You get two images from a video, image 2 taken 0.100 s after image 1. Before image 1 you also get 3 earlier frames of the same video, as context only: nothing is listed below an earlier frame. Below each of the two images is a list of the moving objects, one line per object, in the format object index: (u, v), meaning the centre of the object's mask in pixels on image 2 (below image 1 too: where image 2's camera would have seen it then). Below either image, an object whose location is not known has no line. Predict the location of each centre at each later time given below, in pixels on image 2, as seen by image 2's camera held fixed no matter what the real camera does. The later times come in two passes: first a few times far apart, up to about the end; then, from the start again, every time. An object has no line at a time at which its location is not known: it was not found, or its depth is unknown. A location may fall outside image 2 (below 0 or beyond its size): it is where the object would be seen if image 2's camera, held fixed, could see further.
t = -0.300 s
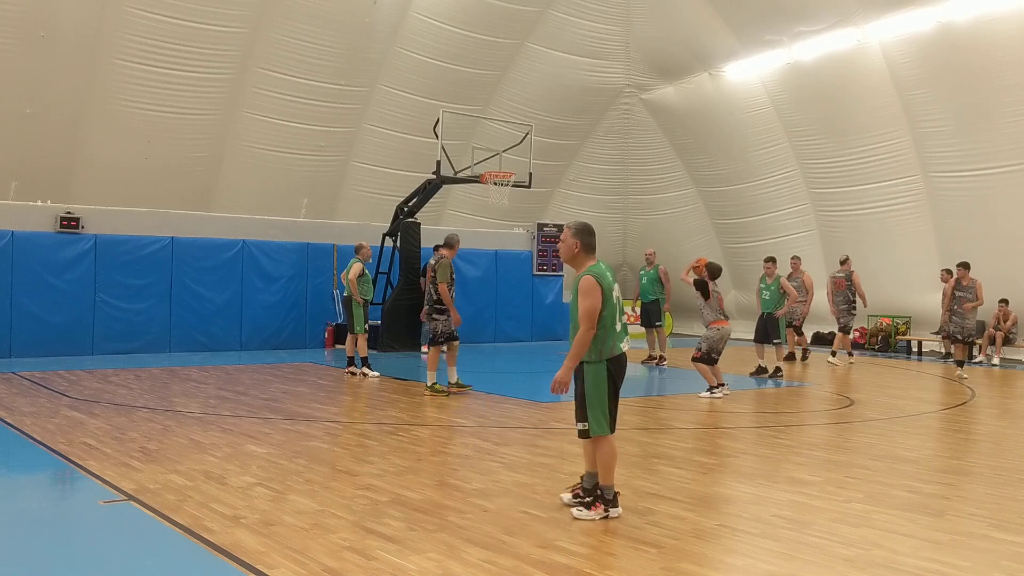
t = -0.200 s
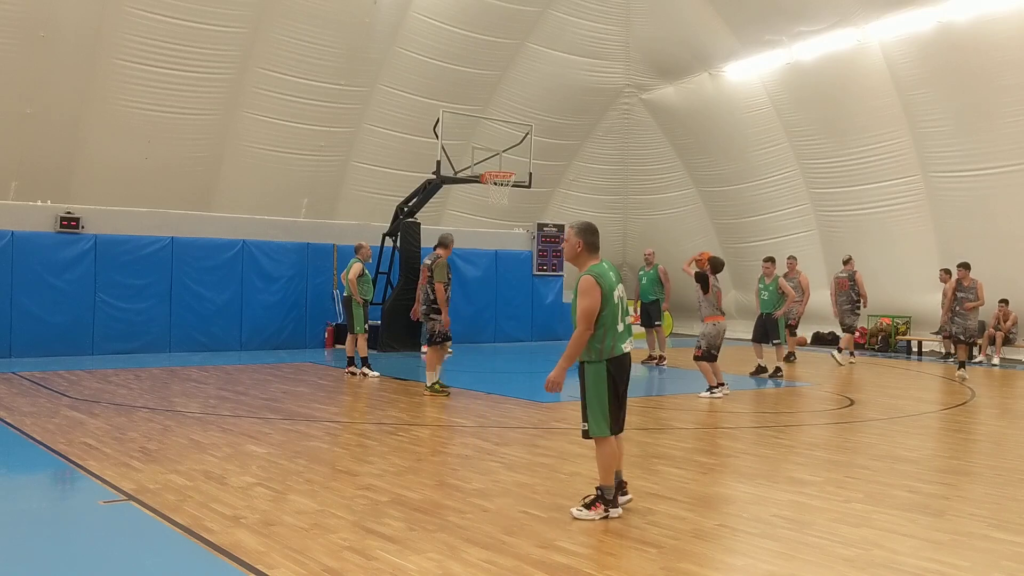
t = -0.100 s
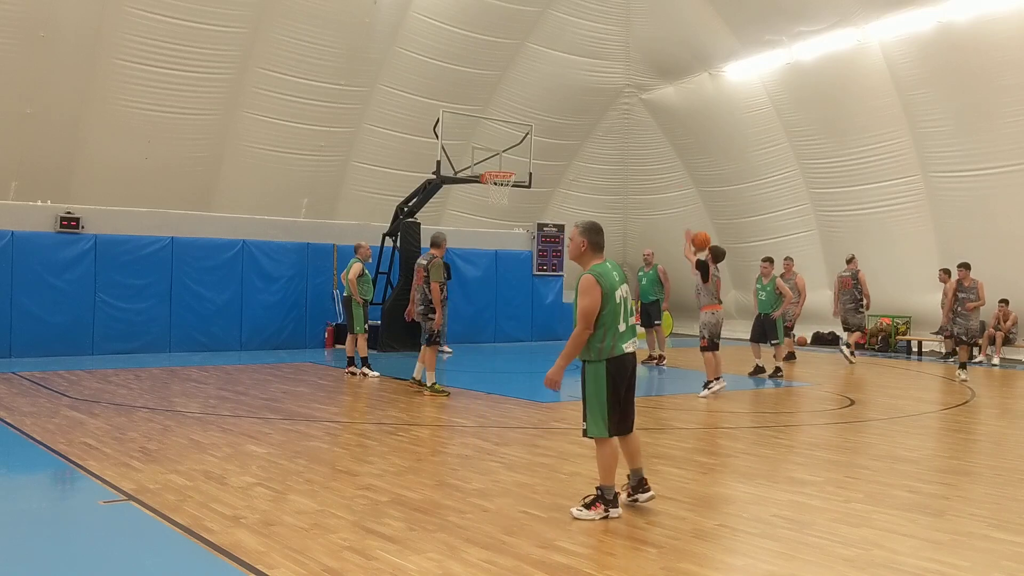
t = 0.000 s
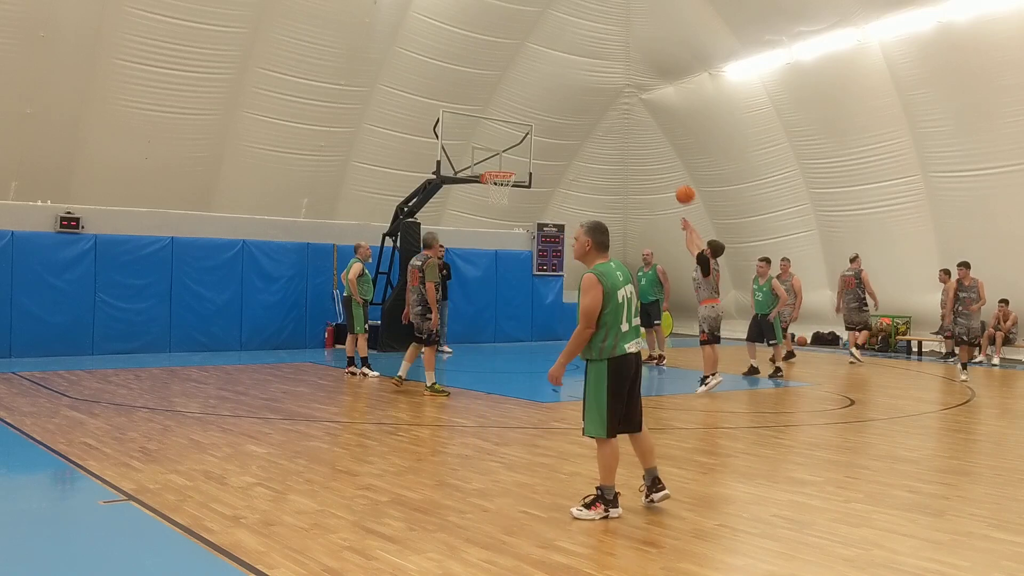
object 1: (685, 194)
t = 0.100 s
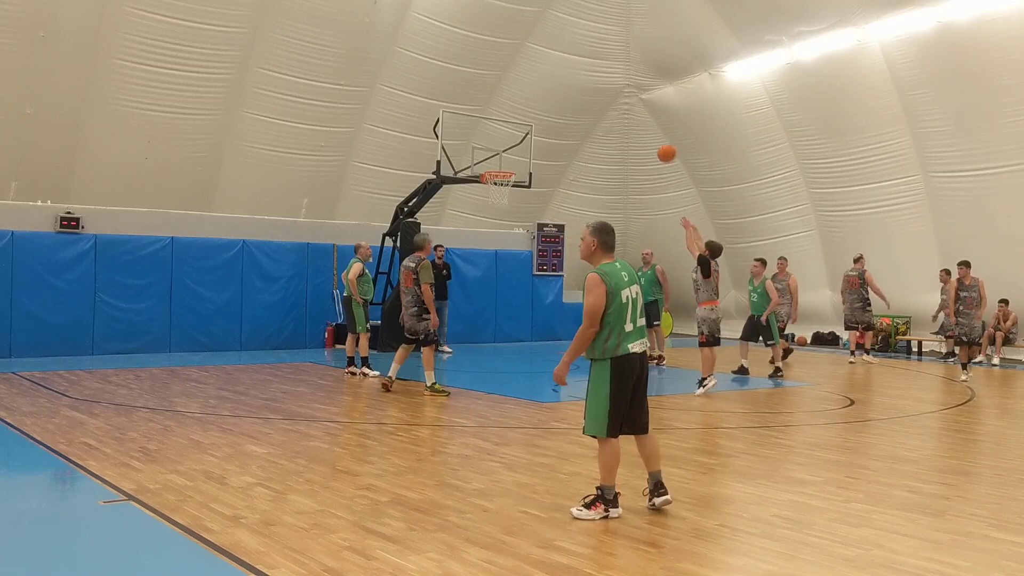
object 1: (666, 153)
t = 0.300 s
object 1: (631, 96)
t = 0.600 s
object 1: (583, 69)
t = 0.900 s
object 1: (539, 103)
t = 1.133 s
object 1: (507, 165)
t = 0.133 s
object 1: (660, 141)
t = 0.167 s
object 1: (654, 131)
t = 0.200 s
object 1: (649, 120)
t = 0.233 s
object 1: (643, 111)
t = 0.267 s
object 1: (637, 103)
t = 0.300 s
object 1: (631, 96)
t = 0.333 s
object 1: (626, 90)
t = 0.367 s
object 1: (620, 85)
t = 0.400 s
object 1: (615, 79)
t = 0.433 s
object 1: (610, 76)
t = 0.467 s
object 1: (604, 73)
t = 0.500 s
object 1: (599, 71)
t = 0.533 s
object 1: (593, 69)
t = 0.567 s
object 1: (588, 69)
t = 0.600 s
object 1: (583, 69)
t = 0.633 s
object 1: (578, 70)
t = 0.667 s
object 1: (573, 72)
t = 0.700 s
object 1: (567, 74)
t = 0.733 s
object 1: (563, 78)
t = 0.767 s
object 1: (558, 81)
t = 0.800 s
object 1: (553, 86)
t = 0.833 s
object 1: (548, 91)
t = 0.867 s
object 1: (544, 96)
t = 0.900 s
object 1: (539, 103)
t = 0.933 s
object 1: (534, 111)
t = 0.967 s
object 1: (530, 118)
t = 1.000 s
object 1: (525, 127)
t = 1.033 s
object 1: (520, 136)
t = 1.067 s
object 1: (516, 145)
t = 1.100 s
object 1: (512, 155)
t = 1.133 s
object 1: (507, 165)
